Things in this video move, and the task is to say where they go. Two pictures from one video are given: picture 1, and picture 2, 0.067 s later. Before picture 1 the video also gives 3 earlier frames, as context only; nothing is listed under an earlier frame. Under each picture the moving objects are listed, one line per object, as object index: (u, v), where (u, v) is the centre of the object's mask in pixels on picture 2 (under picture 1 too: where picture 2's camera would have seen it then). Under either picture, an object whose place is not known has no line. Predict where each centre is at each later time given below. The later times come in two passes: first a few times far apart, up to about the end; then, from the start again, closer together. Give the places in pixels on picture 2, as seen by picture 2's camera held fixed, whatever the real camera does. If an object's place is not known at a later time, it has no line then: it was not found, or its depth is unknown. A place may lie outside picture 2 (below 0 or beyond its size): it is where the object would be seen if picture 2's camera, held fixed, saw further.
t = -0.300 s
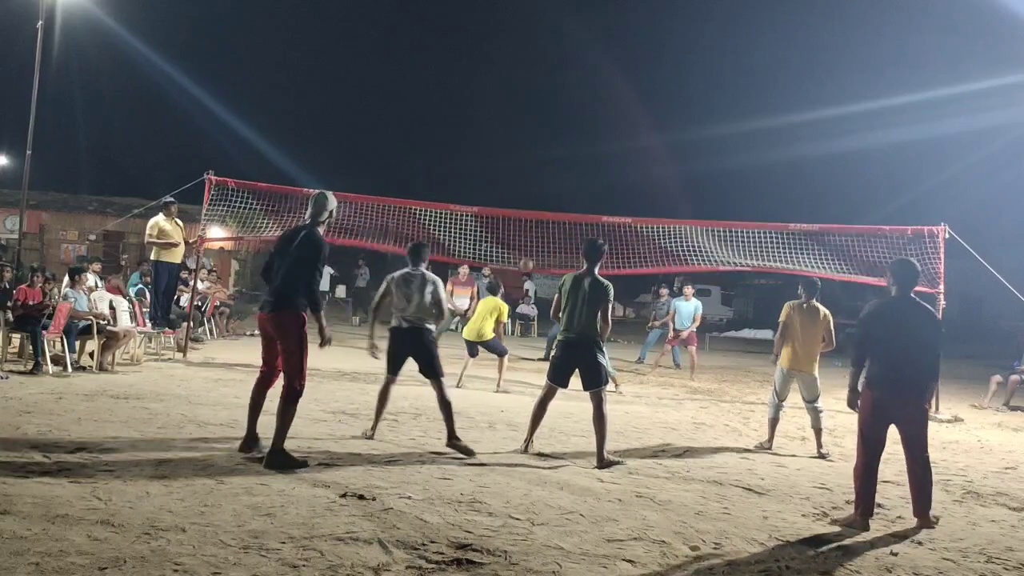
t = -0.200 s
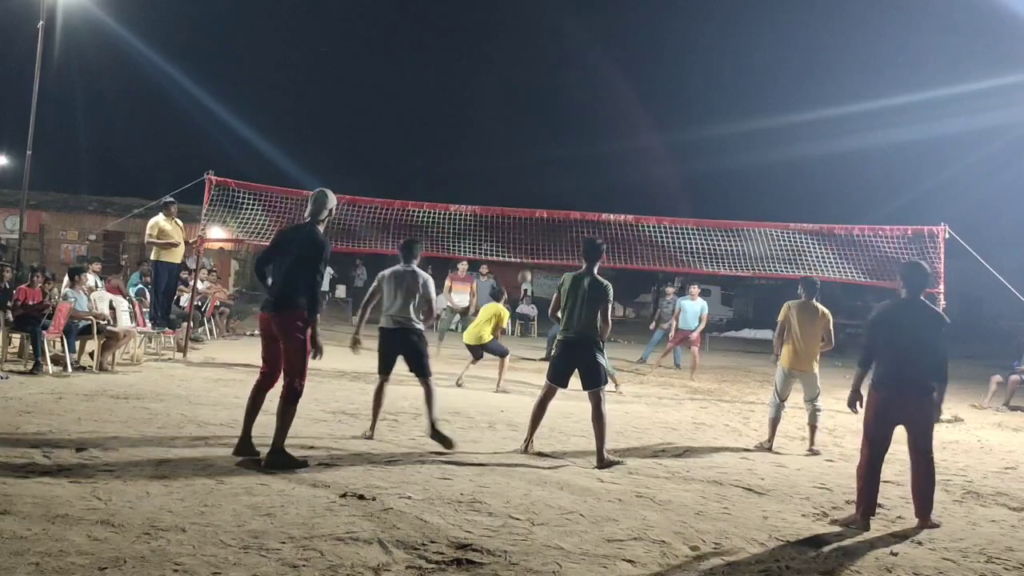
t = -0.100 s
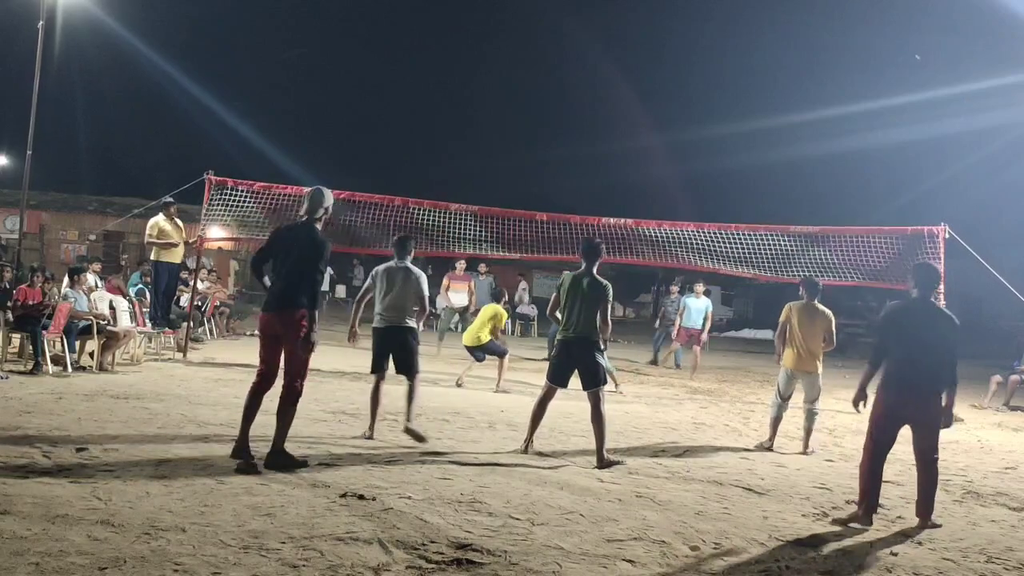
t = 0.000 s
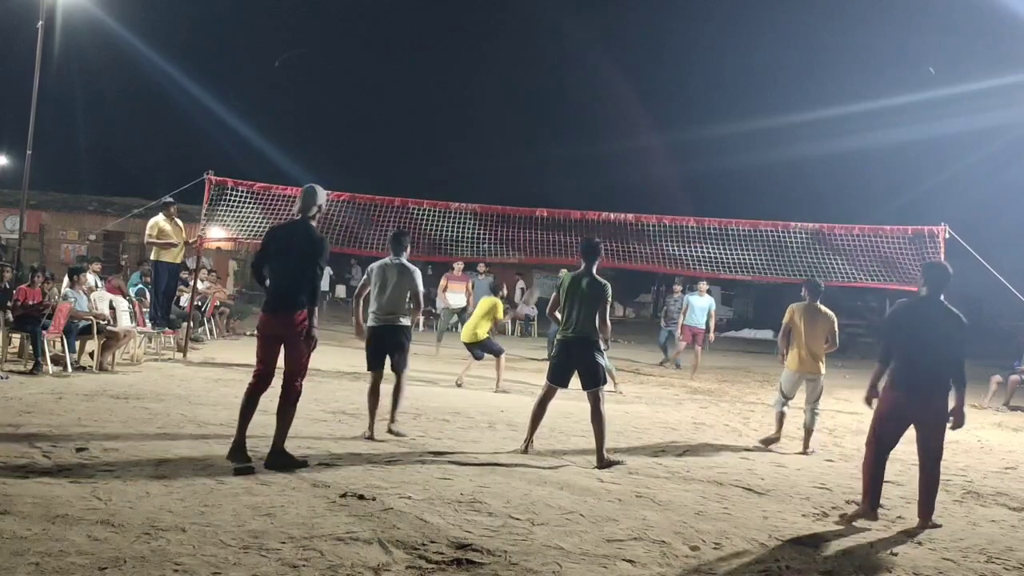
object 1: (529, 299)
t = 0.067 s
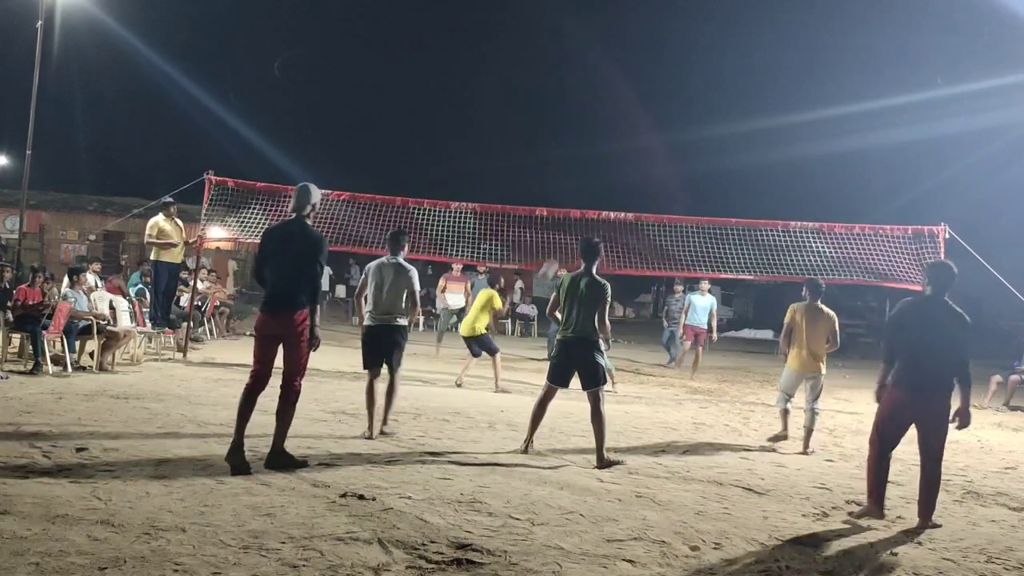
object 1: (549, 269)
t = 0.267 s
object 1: (604, 200)
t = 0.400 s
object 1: (641, 170)
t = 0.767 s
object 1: (744, 158)
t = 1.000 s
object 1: (808, 212)
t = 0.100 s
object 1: (558, 256)
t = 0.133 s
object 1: (568, 242)
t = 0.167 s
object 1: (577, 231)
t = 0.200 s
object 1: (586, 221)
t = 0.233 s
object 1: (596, 209)
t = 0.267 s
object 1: (604, 200)
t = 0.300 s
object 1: (613, 192)
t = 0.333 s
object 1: (623, 183)
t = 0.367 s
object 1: (632, 176)
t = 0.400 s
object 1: (641, 170)
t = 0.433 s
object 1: (651, 164)
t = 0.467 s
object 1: (661, 159)
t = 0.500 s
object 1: (670, 156)
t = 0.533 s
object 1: (679, 153)
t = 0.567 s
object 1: (689, 151)
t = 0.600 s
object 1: (697, 150)
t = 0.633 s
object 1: (706, 149)
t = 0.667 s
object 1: (716, 150)
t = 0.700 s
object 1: (725, 151)
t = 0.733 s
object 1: (734, 154)
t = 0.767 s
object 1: (744, 158)
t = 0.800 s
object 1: (754, 163)
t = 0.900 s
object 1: (781, 182)
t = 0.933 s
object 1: (790, 191)
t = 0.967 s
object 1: (800, 201)
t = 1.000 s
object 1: (808, 212)
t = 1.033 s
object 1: (817, 221)
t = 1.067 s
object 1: (828, 236)
